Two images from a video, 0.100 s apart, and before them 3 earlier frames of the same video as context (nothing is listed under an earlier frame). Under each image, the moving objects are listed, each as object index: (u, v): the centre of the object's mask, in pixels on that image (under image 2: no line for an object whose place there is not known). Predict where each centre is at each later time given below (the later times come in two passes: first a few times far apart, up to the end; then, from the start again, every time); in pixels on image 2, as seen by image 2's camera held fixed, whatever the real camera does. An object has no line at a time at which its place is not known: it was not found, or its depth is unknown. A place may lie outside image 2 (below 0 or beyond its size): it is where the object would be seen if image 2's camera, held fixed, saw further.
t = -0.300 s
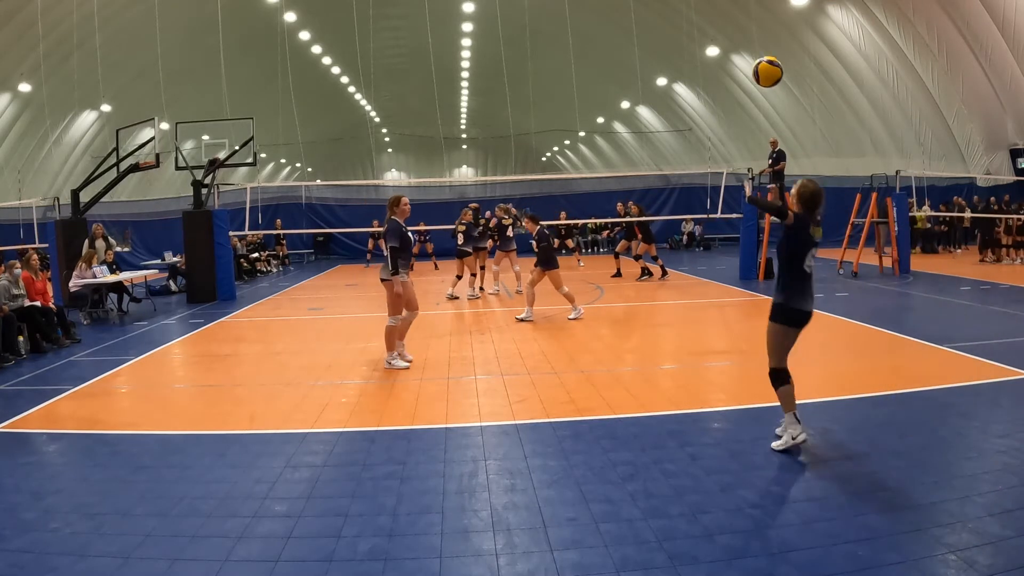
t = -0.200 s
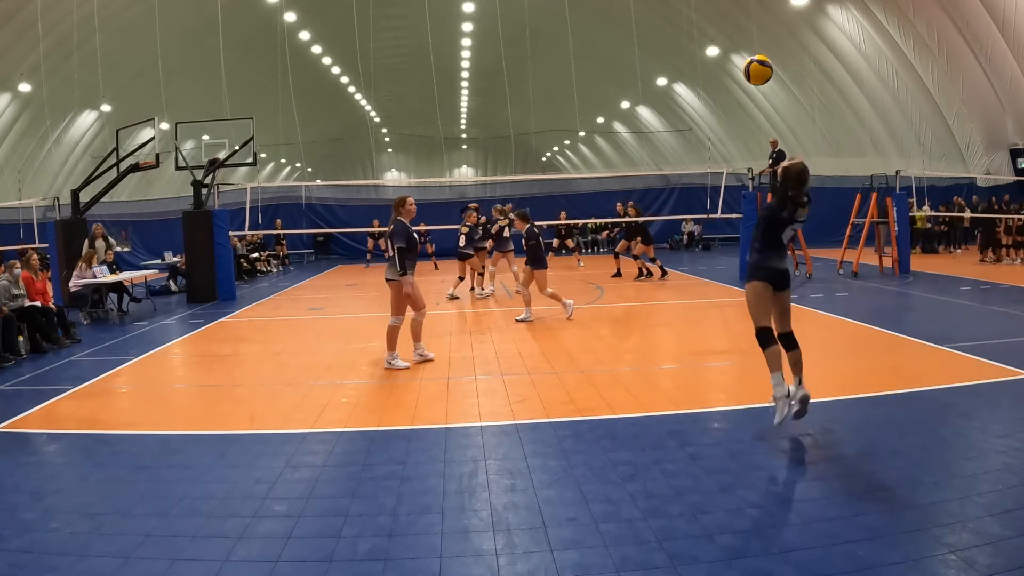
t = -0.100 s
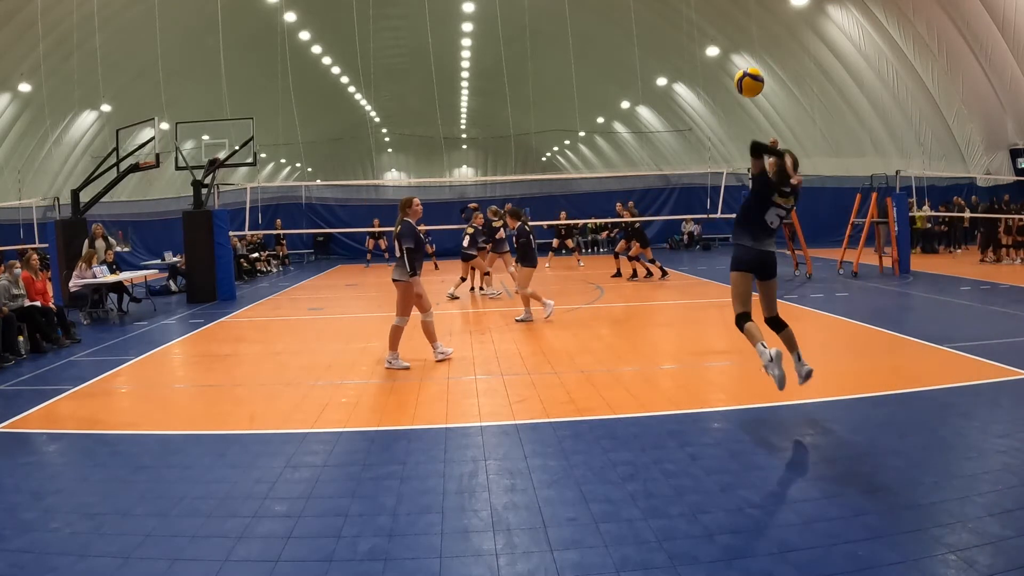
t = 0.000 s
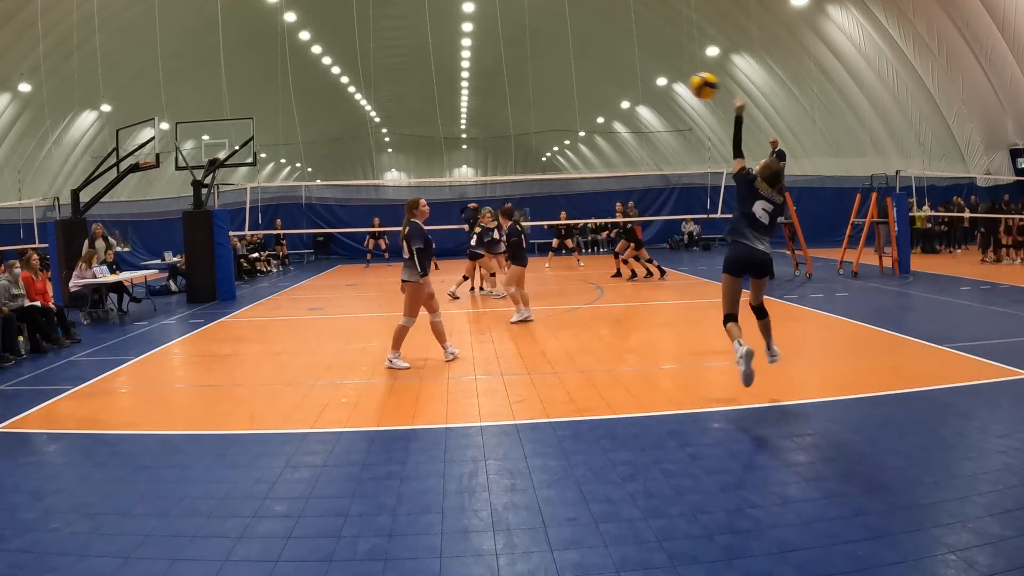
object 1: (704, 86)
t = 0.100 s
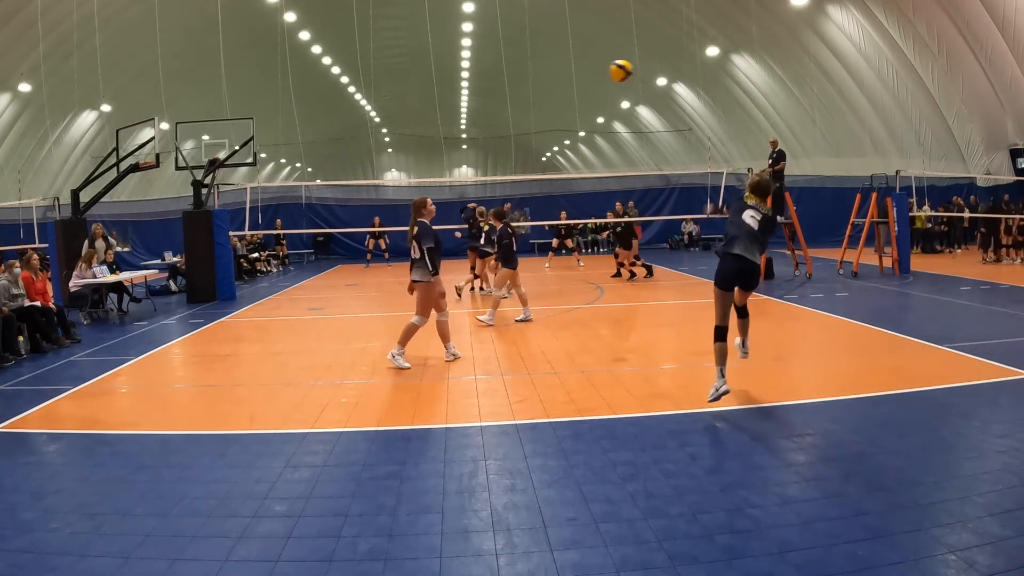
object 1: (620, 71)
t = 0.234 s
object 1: (550, 74)
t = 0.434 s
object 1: (488, 96)
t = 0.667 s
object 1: (446, 133)
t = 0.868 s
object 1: (422, 169)
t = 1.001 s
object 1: (411, 196)
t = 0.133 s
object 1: (600, 69)
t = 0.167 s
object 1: (581, 70)
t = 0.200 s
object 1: (564, 71)
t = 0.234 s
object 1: (550, 74)
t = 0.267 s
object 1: (536, 76)
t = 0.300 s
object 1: (524, 80)
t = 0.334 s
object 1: (514, 83)
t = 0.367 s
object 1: (504, 87)
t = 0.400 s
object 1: (496, 91)
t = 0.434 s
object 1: (488, 96)
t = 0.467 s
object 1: (480, 101)
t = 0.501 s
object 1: (474, 106)
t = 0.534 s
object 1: (467, 111)
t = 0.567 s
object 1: (462, 117)
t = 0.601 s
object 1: (456, 122)
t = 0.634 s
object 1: (451, 128)
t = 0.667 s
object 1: (446, 133)
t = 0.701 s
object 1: (442, 139)
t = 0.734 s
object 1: (438, 145)
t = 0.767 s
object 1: (434, 151)
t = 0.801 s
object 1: (430, 156)
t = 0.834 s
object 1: (426, 163)
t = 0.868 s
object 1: (422, 169)
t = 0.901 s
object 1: (420, 175)
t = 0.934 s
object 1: (416, 184)
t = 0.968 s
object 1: (414, 189)
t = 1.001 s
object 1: (411, 196)
